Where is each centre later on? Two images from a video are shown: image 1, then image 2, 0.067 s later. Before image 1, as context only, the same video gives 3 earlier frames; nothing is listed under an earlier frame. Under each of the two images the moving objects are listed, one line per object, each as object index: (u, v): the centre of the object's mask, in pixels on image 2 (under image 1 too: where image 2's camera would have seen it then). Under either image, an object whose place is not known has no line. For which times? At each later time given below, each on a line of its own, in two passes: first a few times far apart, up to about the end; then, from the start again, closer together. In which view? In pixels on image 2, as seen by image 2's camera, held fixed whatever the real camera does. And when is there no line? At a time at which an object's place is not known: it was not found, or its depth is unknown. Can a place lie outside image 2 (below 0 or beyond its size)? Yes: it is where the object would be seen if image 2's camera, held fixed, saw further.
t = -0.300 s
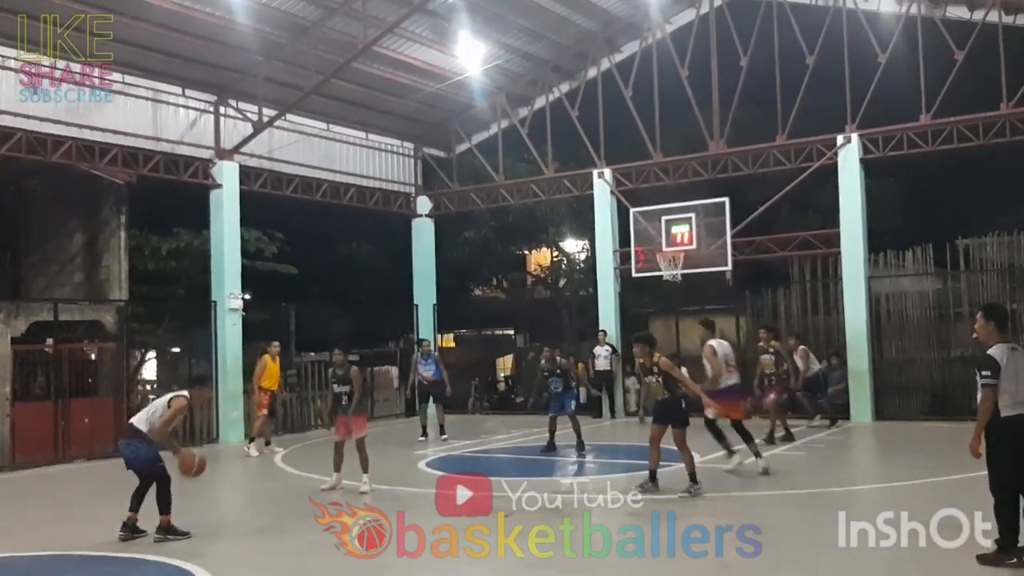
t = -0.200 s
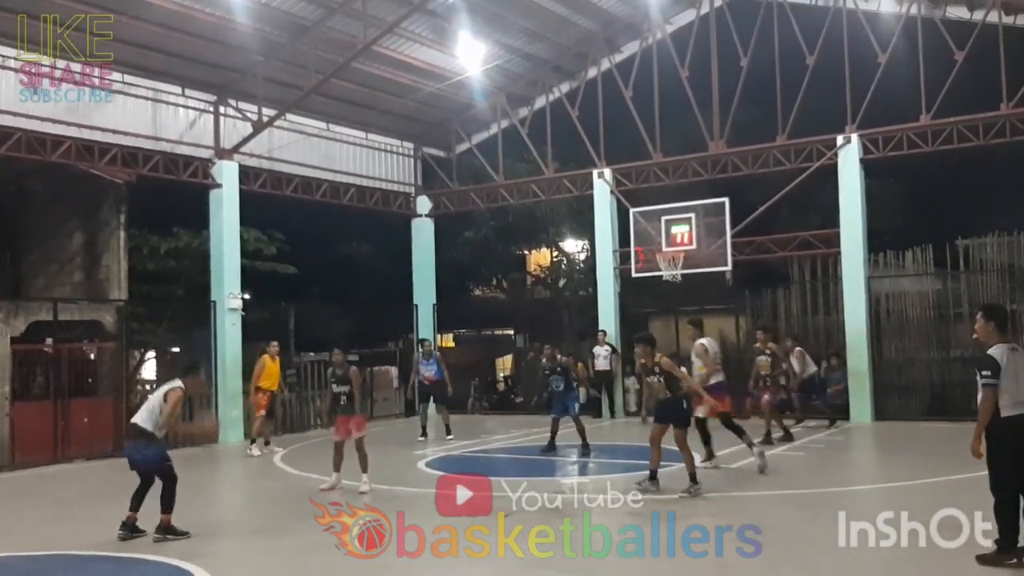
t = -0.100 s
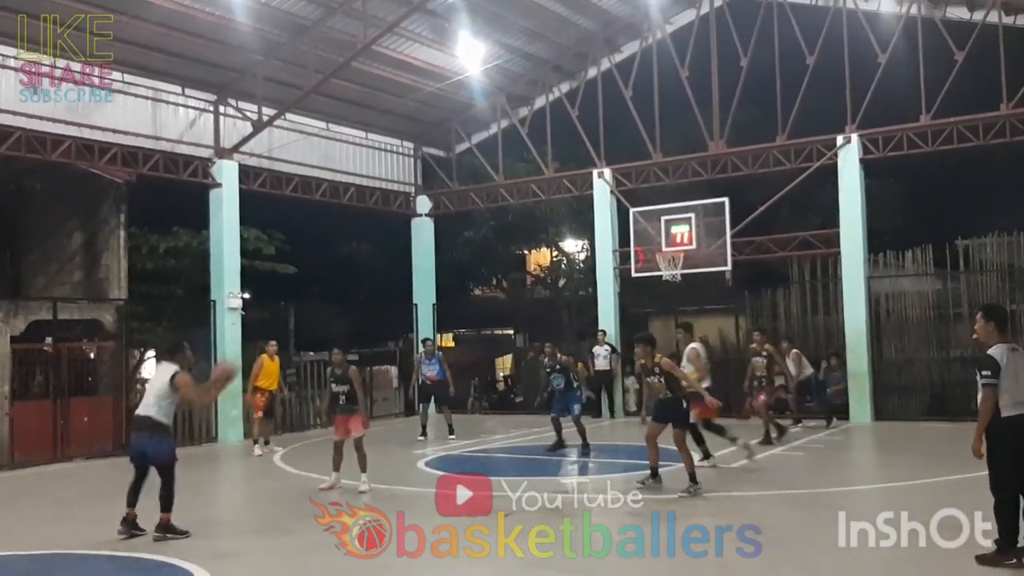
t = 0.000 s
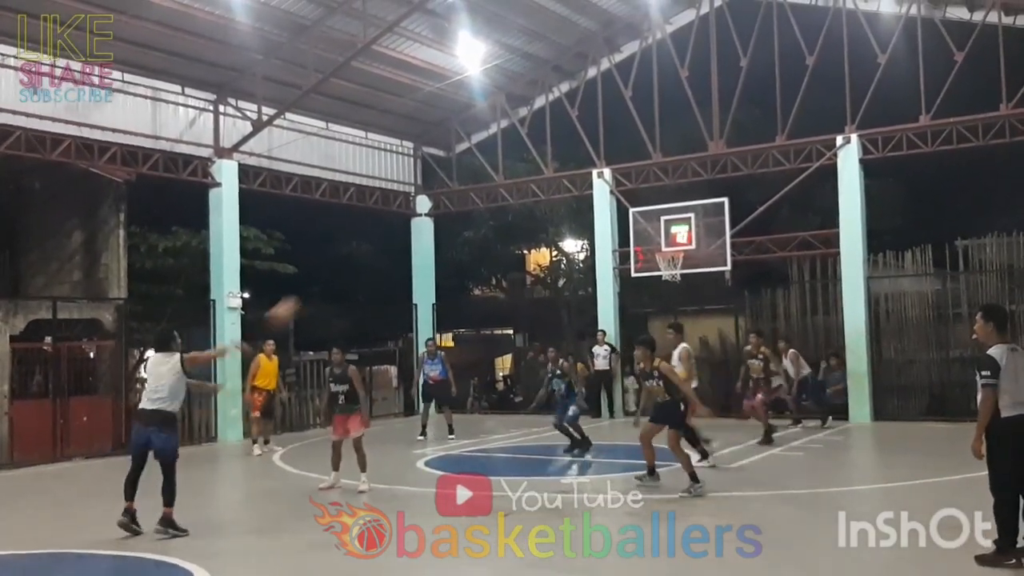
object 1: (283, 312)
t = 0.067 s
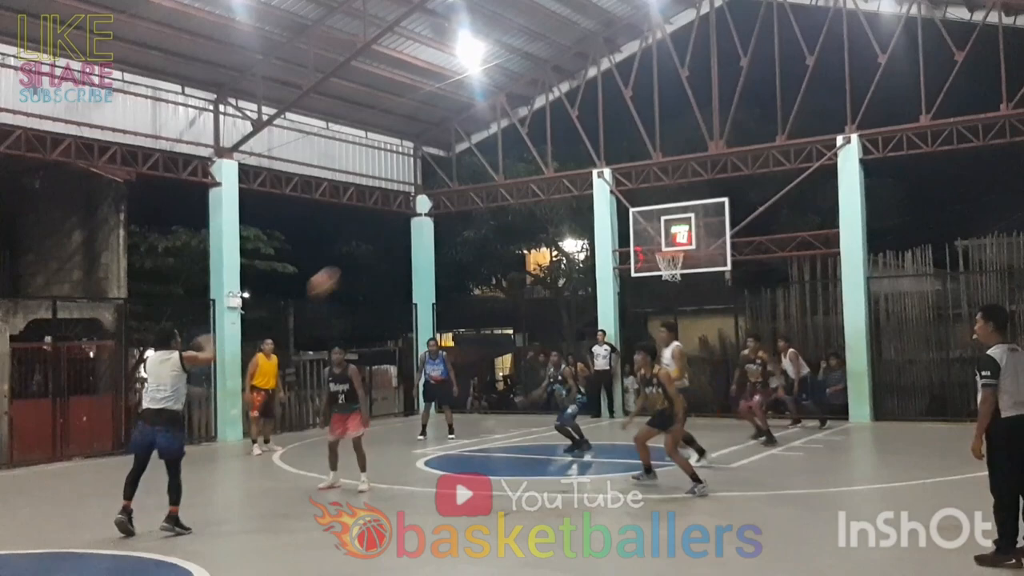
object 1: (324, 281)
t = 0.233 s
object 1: (407, 232)
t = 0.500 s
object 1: (513, 208)
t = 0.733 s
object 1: (582, 229)
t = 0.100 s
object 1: (342, 269)
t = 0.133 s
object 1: (360, 258)
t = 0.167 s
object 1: (376, 249)
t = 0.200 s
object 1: (394, 240)
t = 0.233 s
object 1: (407, 232)
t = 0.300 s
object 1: (440, 219)
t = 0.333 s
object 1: (452, 216)
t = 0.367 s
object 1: (464, 213)
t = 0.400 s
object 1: (477, 211)
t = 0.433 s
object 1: (489, 209)
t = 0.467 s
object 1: (502, 208)
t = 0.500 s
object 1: (513, 208)
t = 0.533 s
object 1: (523, 209)
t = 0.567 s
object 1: (534, 210)
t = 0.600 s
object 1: (544, 212)
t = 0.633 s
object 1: (555, 216)
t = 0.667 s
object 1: (565, 219)
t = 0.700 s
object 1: (573, 224)
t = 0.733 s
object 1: (582, 229)
